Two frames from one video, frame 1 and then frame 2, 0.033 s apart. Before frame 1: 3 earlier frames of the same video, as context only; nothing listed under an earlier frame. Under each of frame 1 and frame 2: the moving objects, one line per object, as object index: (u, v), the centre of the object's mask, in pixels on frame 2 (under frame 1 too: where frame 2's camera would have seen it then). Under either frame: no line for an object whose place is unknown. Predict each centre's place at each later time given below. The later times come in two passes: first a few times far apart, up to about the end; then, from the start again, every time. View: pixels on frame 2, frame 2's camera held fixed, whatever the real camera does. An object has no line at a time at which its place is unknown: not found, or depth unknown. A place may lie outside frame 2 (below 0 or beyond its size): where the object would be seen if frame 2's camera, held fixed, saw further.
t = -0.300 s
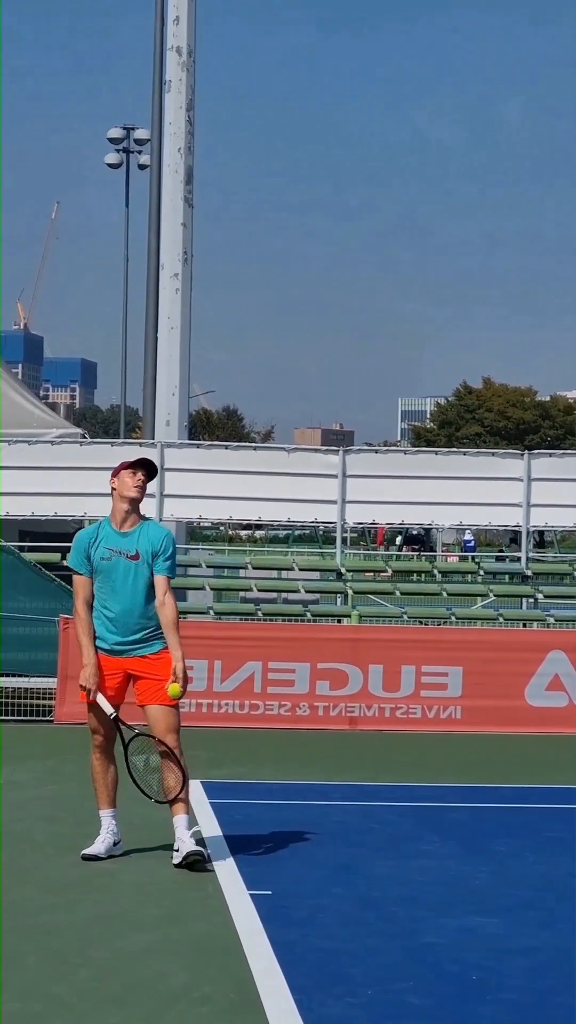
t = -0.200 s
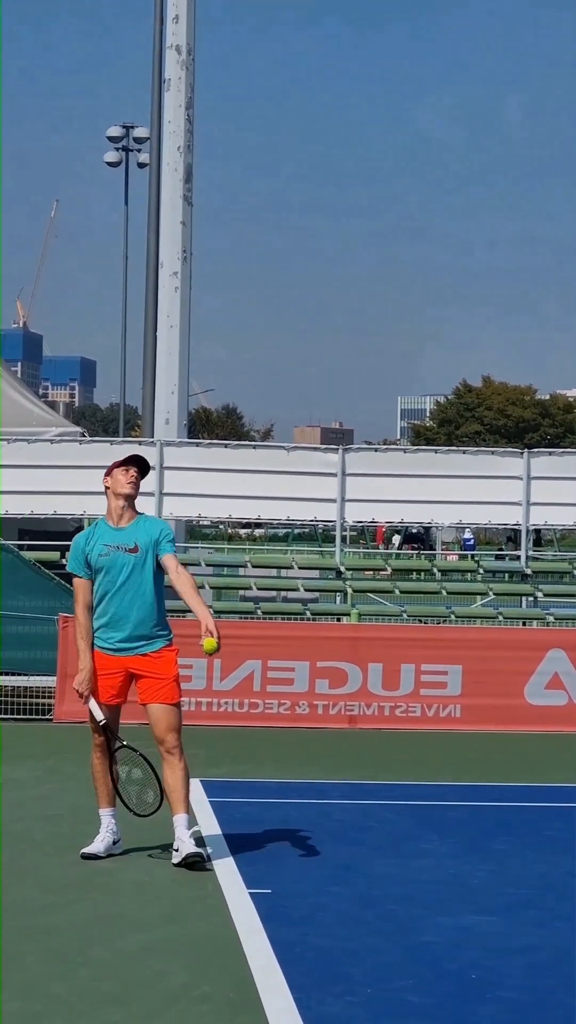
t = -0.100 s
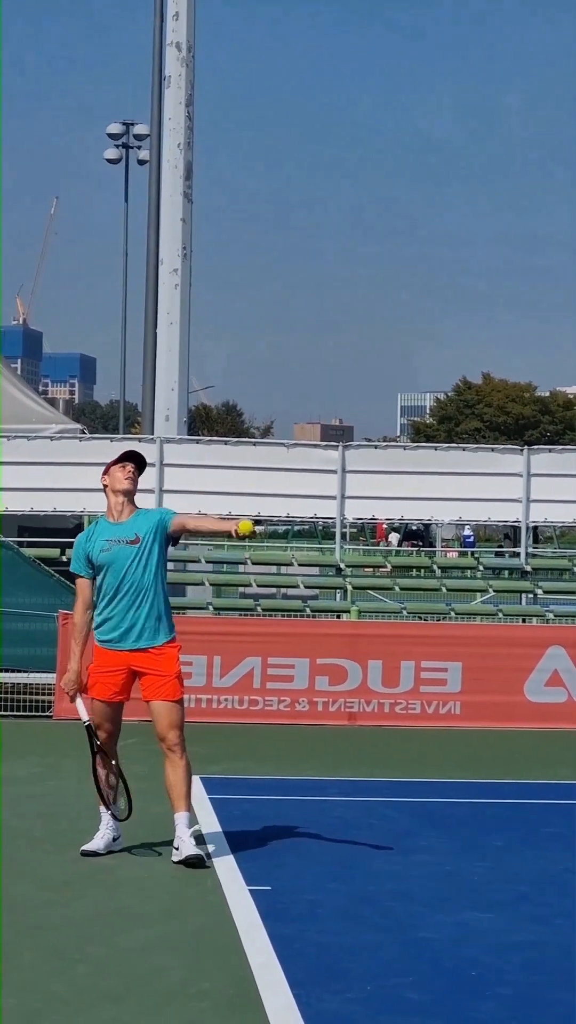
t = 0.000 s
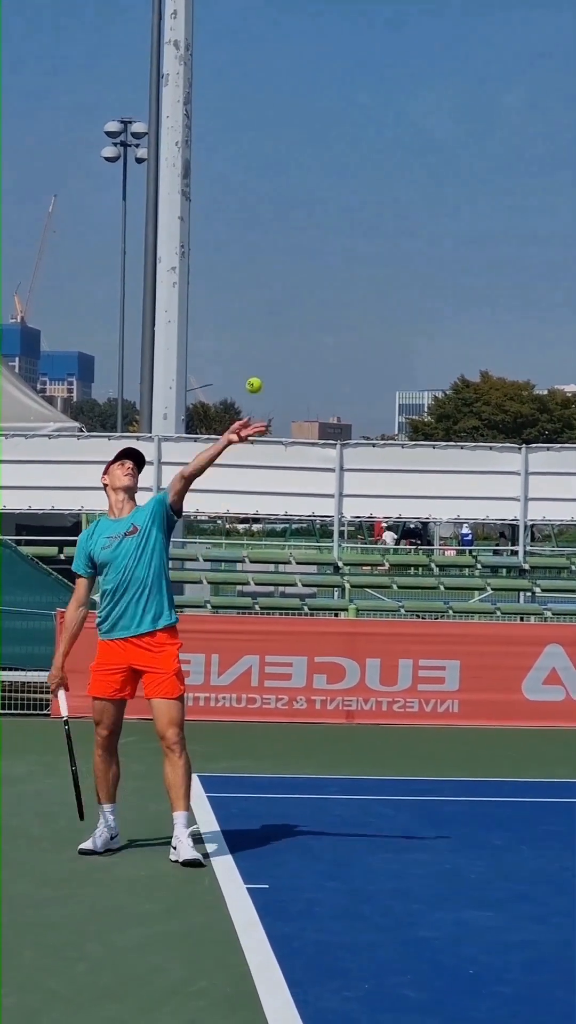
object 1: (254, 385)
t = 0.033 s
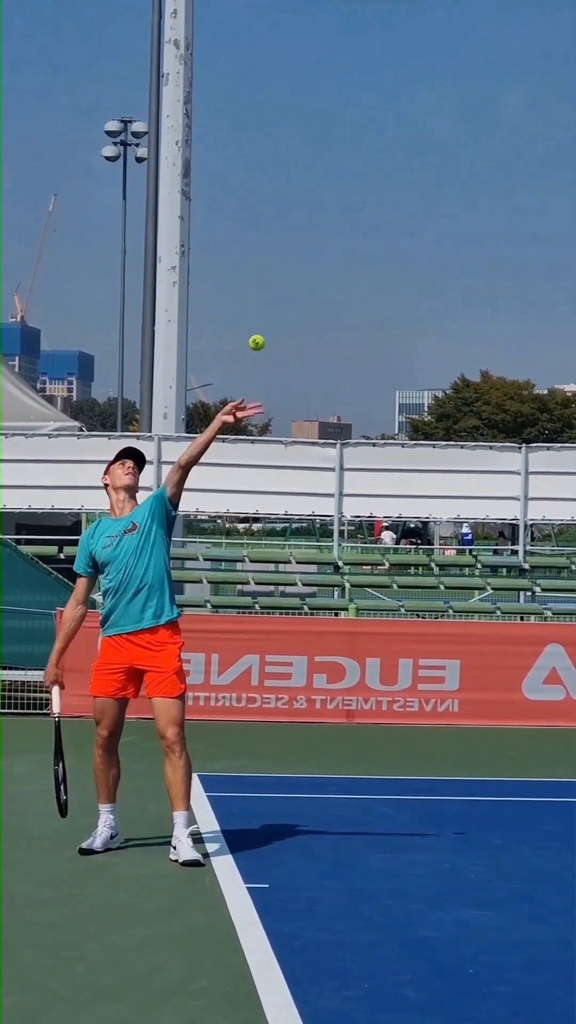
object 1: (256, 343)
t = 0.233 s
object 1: (272, 149)
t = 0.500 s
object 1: (288, 37)
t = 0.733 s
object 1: (300, 69)
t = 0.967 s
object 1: (308, 217)
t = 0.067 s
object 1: (259, 303)
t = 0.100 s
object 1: (262, 267)
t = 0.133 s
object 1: (265, 234)
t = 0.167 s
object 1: (267, 202)
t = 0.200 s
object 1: (269, 174)
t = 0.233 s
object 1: (272, 149)
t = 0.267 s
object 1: (274, 126)
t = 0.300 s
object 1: (276, 106)
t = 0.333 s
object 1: (278, 88)
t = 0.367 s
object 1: (281, 73)
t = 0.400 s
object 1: (283, 60)
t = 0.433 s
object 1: (285, 50)
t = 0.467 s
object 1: (287, 42)
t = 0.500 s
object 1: (288, 37)
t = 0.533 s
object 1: (290, 35)
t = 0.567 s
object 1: (292, 35)
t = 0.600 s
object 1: (294, 36)
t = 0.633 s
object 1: (295, 41)
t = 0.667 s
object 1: (296, 48)
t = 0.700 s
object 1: (298, 58)
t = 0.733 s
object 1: (300, 69)
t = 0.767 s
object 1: (301, 83)
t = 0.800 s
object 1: (302, 100)
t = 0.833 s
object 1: (303, 119)
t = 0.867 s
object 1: (305, 140)
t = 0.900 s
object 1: (306, 163)
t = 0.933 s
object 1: (307, 188)
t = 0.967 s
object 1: (308, 217)
